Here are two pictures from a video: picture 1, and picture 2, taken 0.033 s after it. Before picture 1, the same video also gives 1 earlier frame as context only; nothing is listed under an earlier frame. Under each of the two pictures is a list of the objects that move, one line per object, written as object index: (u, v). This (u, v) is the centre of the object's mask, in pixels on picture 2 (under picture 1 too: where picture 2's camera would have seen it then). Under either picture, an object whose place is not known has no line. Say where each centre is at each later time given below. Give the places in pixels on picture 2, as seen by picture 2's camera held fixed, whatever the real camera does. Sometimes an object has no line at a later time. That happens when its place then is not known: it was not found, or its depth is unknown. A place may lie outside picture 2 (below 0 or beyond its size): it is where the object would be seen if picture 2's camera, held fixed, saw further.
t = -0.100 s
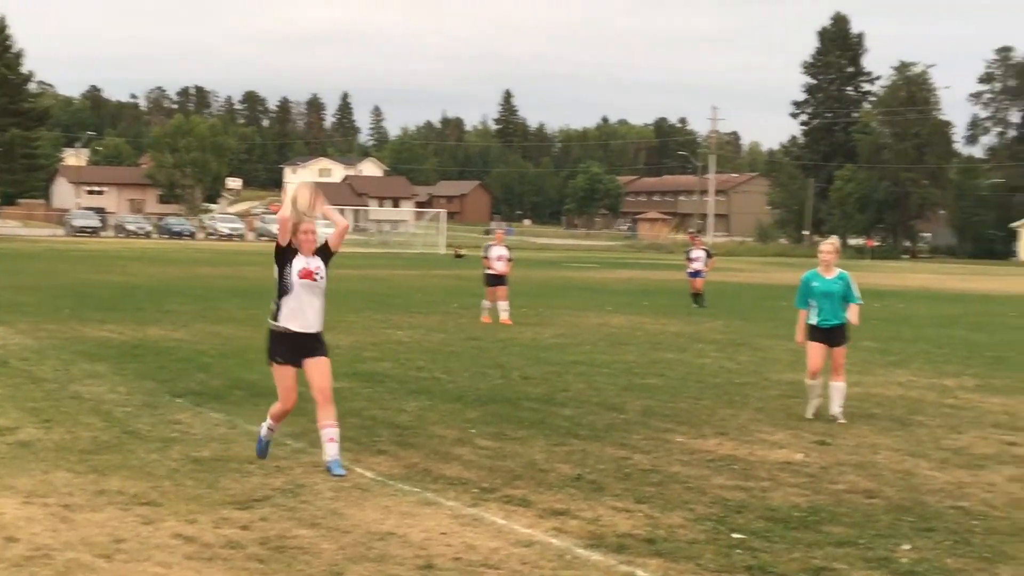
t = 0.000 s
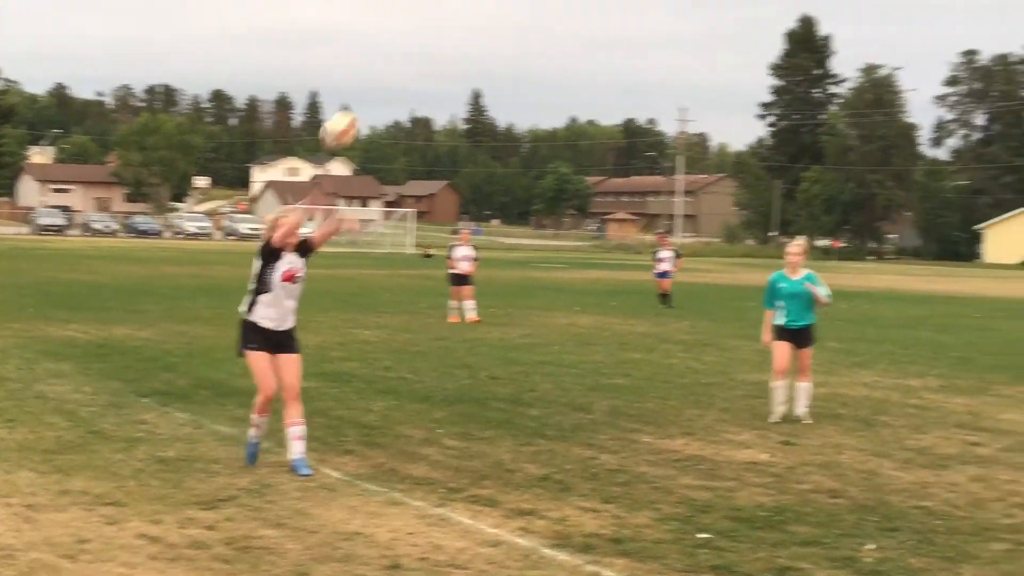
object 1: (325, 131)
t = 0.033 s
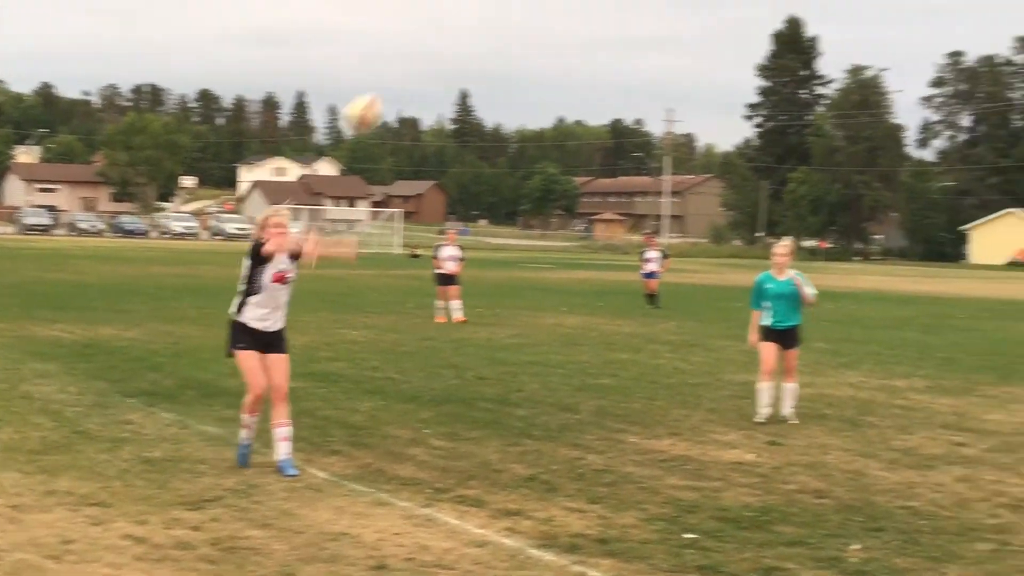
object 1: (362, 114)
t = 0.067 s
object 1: (399, 98)
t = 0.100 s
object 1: (434, 82)
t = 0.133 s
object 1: (469, 69)
